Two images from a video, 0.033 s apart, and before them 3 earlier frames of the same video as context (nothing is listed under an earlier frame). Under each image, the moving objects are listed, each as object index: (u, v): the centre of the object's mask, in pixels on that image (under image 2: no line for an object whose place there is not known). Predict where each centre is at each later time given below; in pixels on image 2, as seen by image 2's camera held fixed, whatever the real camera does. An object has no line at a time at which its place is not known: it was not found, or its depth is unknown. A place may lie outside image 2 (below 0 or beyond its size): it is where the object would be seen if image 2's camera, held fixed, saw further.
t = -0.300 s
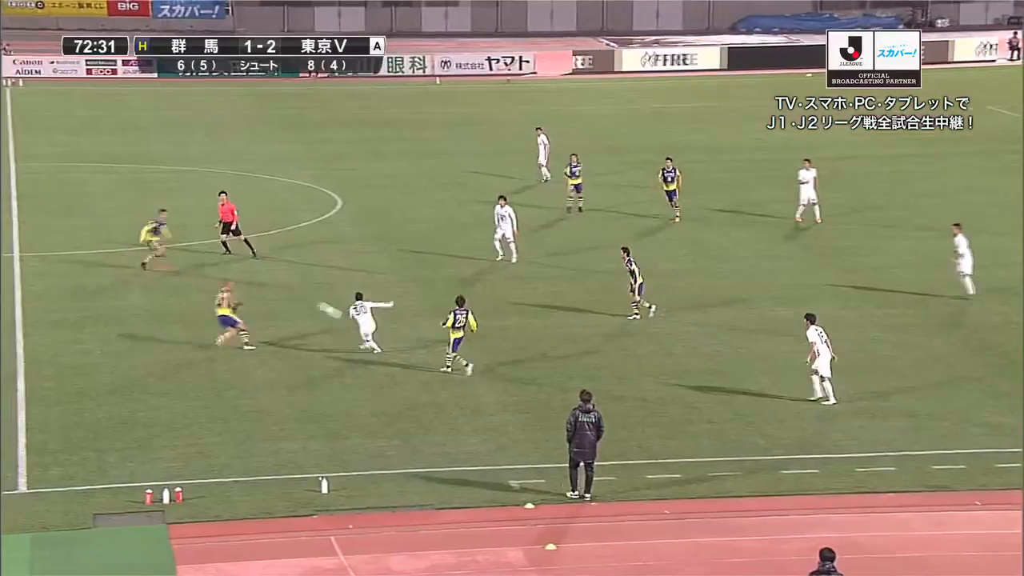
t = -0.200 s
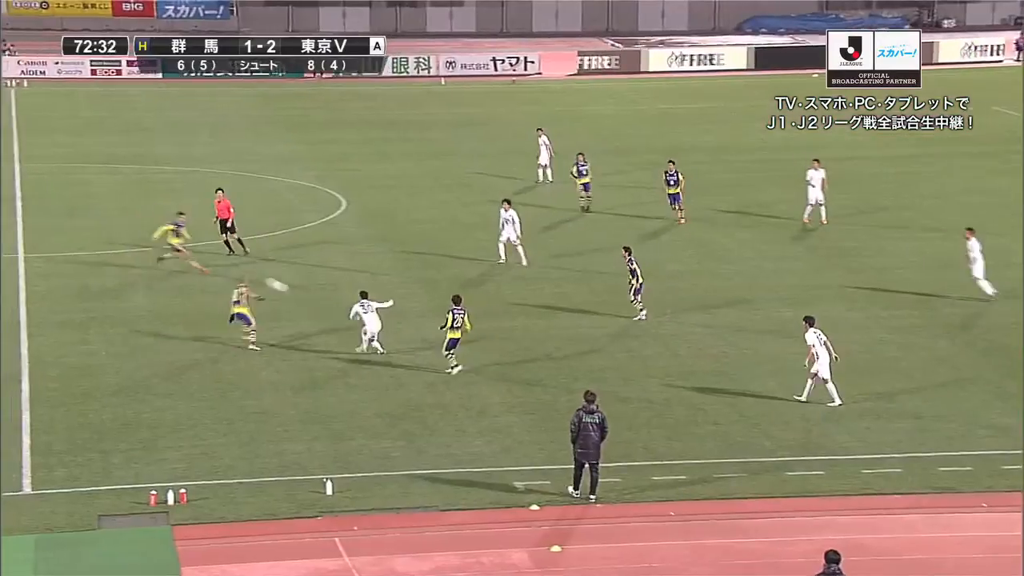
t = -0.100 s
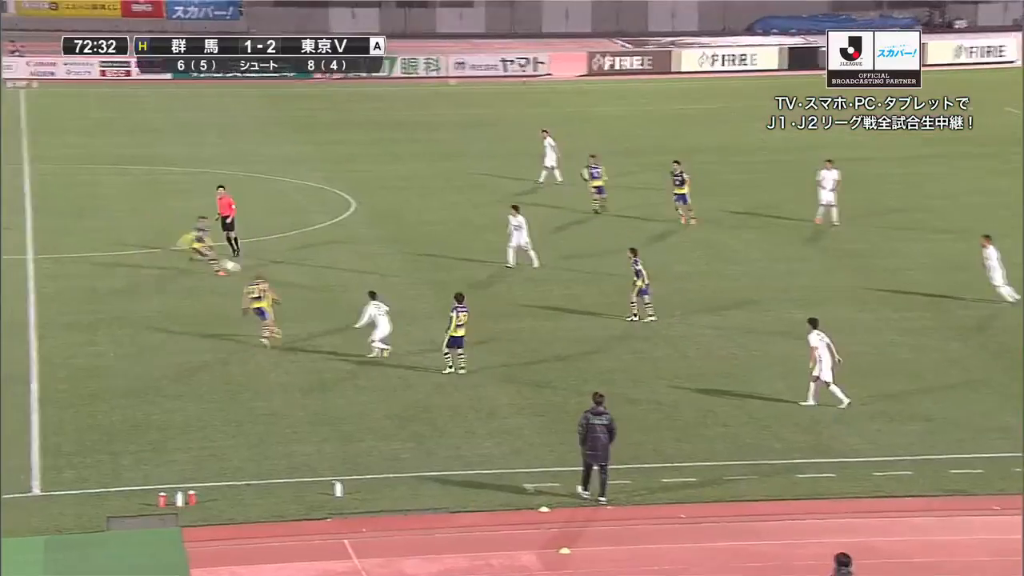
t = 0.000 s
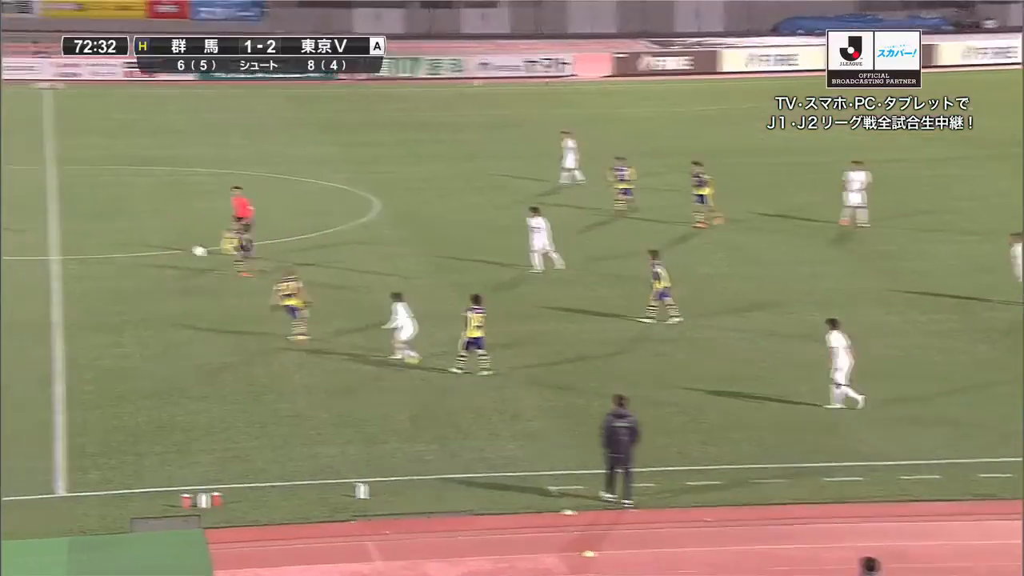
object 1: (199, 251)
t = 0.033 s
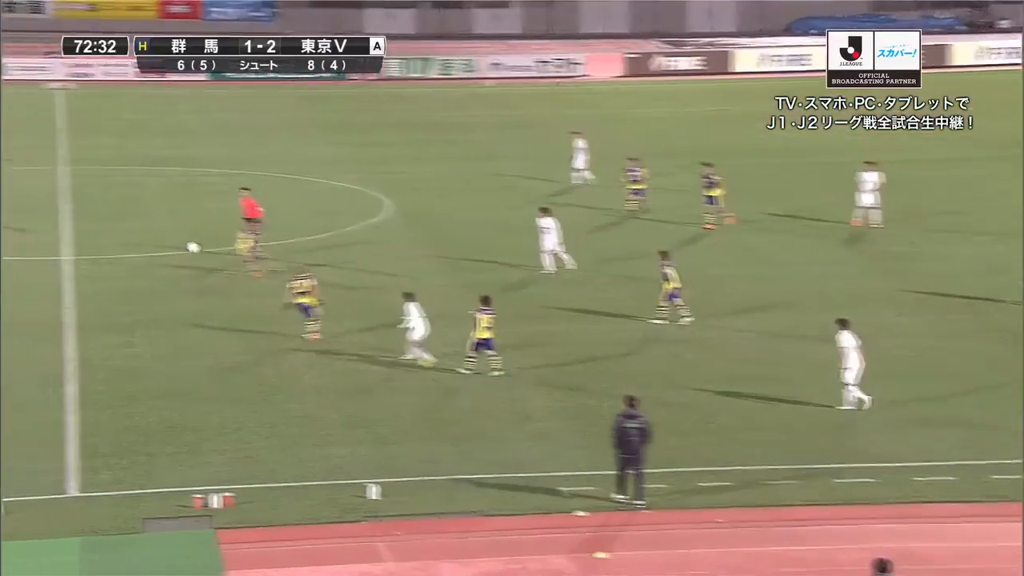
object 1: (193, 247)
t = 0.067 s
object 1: (177, 243)
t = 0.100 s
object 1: (161, 240)
